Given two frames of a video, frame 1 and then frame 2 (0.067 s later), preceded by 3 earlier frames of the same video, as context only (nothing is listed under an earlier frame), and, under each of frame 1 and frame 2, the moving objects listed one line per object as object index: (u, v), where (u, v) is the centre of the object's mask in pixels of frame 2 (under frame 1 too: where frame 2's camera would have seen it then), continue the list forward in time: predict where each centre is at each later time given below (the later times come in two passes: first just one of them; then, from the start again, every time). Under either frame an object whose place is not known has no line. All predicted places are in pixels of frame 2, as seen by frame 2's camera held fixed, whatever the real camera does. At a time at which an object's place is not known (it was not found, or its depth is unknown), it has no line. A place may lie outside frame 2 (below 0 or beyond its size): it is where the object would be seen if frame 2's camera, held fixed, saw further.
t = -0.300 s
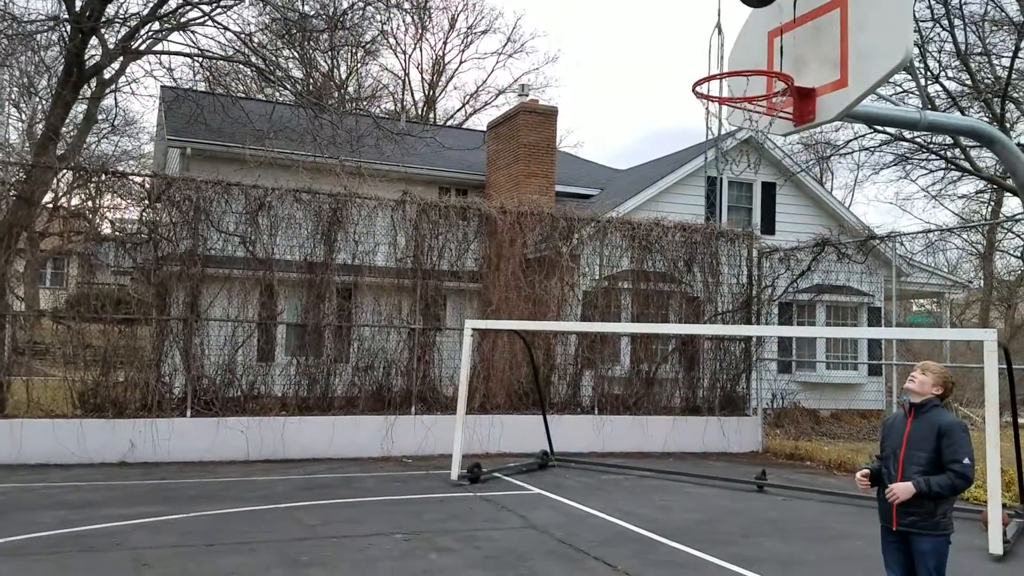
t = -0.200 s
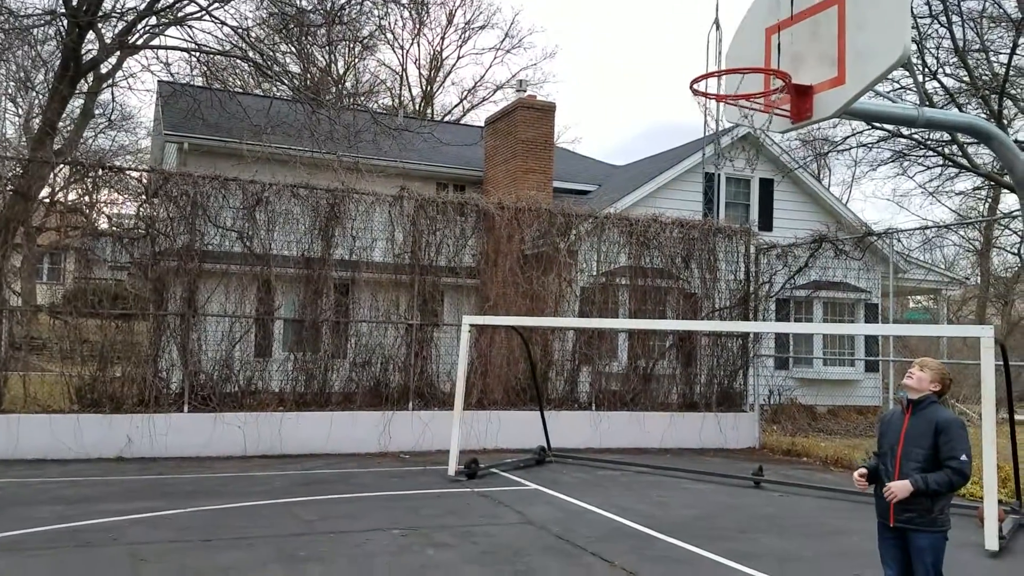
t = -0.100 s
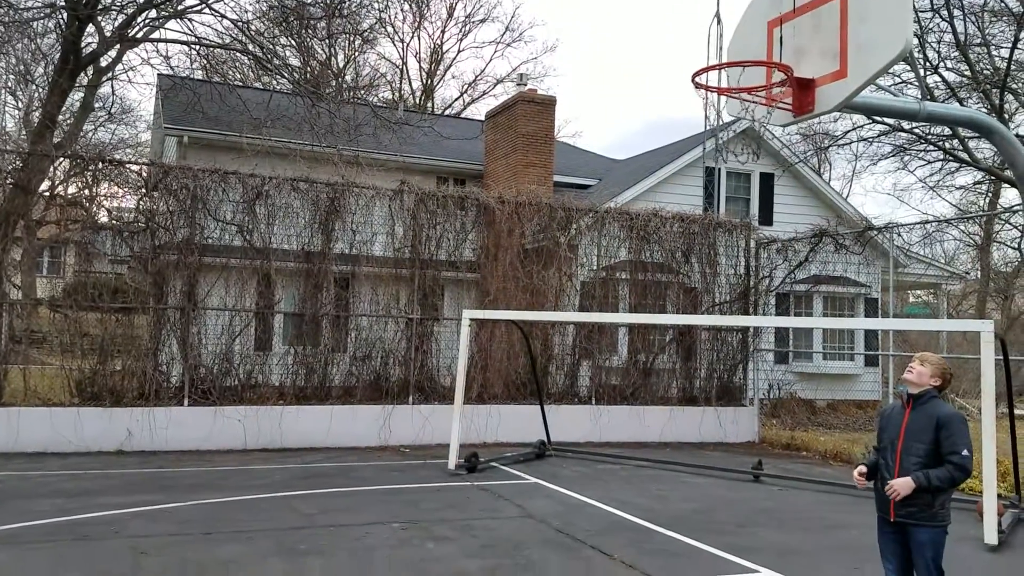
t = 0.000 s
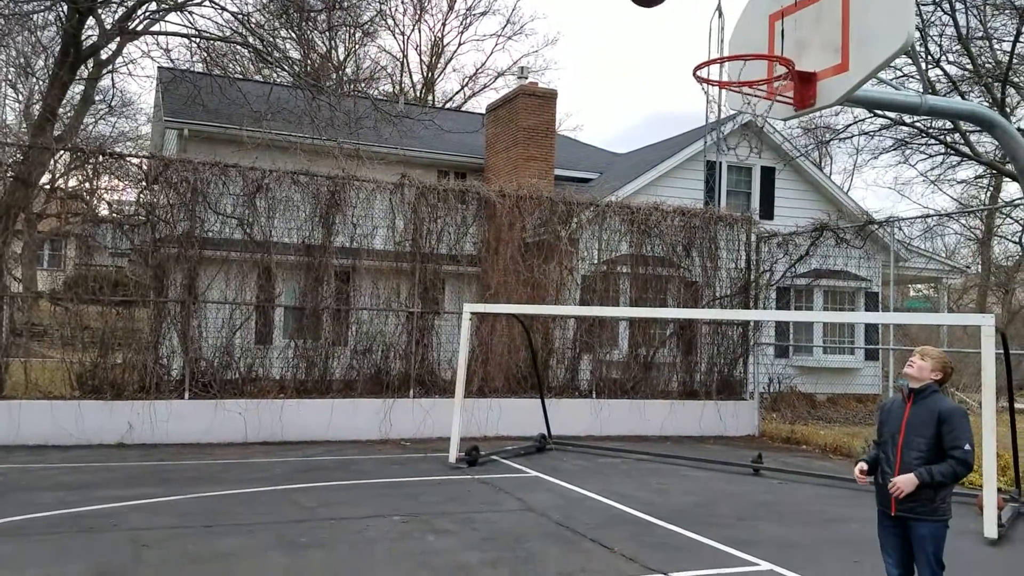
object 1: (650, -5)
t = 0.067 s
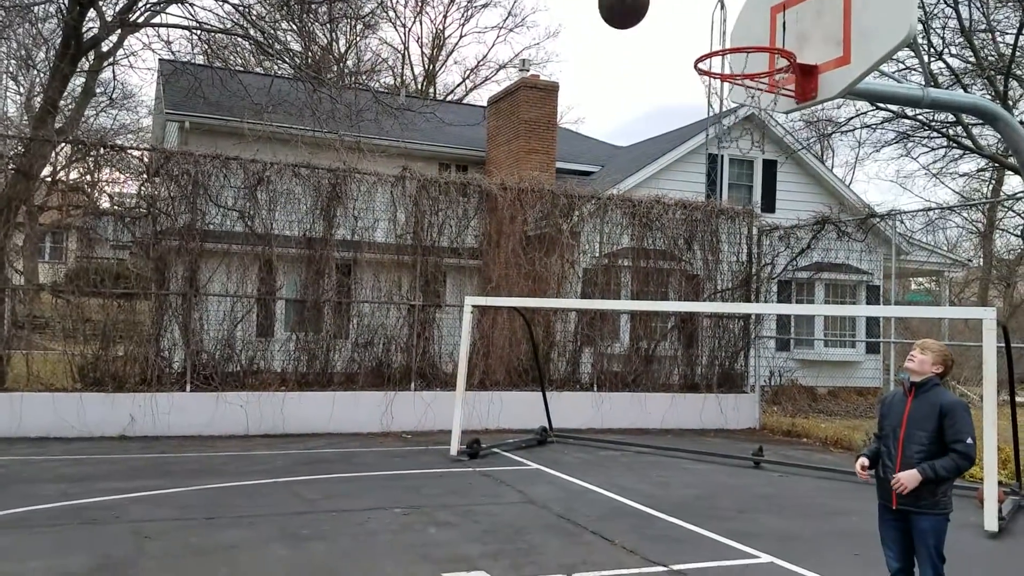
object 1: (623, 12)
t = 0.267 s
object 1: (535, 155)
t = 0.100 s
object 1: (609, 24)
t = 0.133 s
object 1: (594, 42)
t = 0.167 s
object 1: (580, 66)
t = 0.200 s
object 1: (565, 93)
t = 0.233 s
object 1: (549, 123)
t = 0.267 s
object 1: (535, 155)
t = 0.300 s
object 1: (518, 191)
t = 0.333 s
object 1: (502, 230)
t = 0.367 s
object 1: (483, 273)
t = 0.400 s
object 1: (467, 318)
